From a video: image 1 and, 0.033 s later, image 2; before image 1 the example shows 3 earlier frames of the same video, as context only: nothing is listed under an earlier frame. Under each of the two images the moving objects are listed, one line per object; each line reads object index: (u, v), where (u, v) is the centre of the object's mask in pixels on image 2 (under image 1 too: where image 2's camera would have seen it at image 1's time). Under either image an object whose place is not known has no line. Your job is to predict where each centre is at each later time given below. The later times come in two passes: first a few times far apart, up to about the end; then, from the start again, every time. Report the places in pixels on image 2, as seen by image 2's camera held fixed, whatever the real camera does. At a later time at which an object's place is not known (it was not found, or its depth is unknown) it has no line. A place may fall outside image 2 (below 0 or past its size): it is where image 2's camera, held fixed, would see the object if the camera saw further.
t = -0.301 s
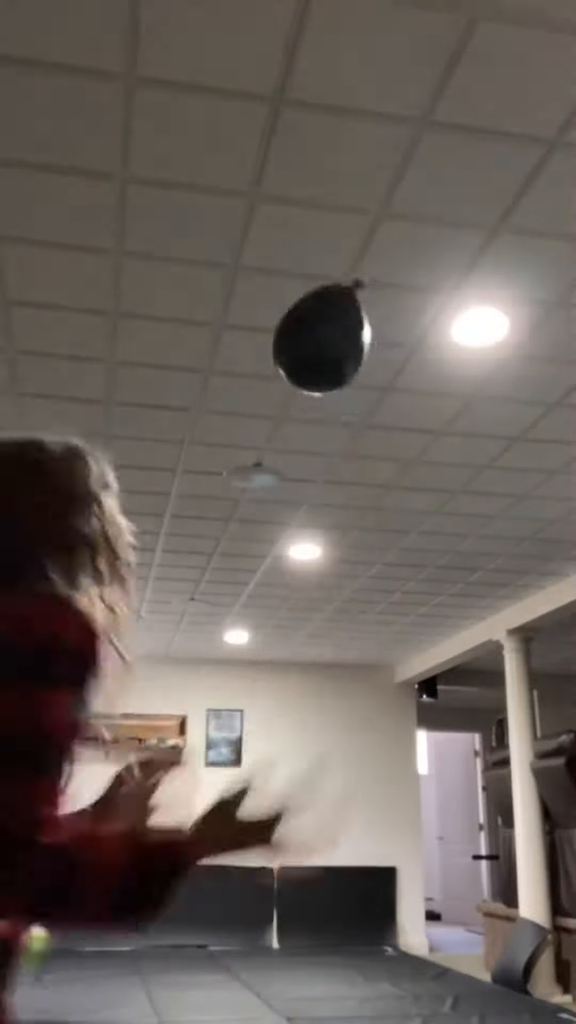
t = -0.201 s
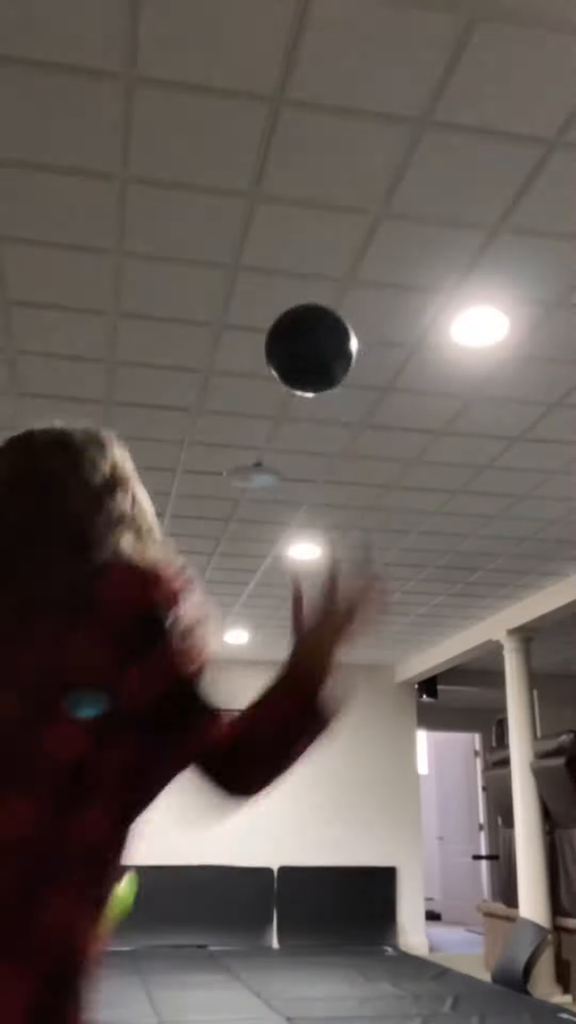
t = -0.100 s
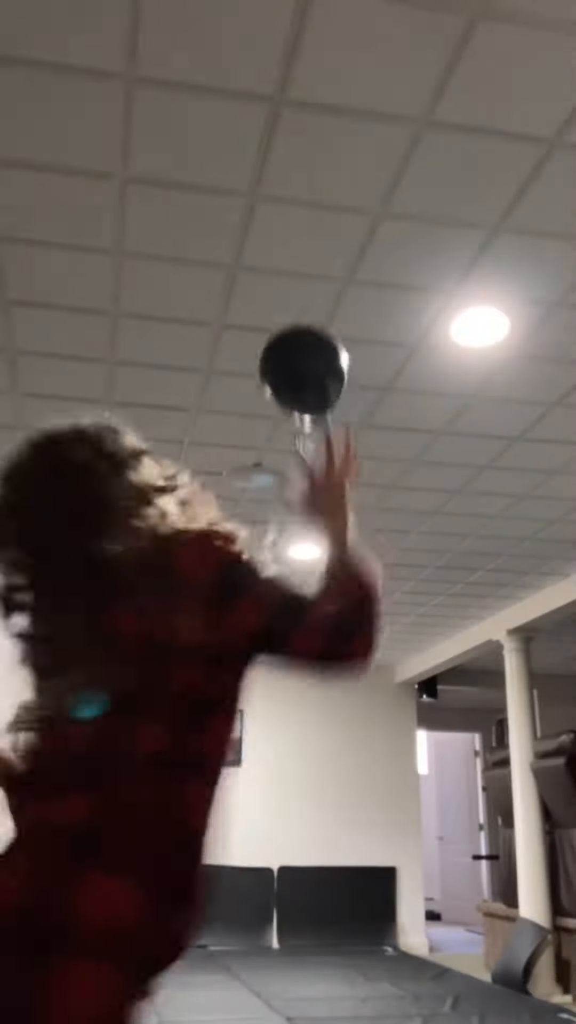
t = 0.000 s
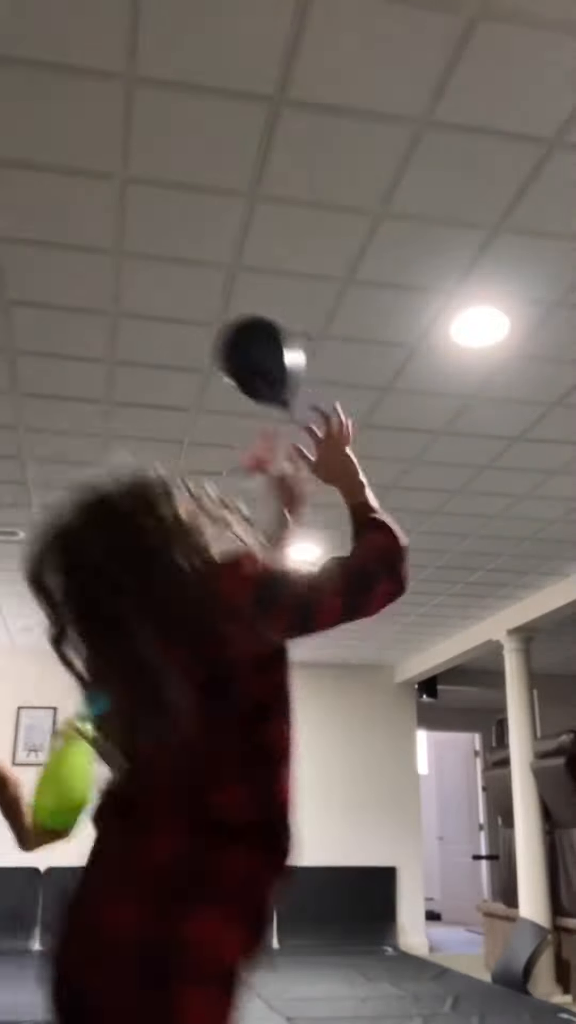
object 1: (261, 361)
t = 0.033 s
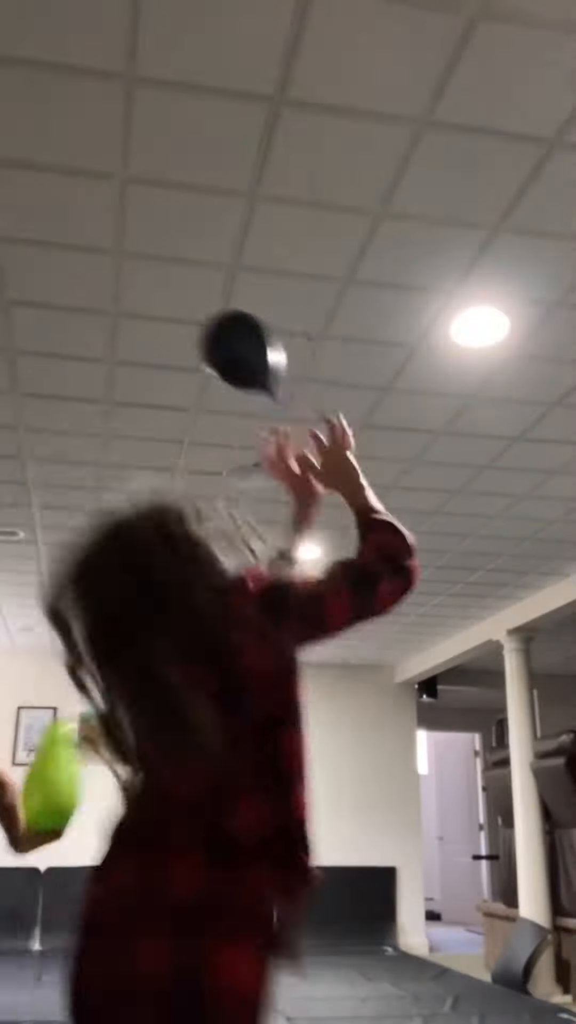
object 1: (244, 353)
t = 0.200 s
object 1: (176, 329)
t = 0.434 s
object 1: (113, 365)
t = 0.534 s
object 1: (95, 403)
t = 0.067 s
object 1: (226, 345)
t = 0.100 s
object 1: (211, 339)
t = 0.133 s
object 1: (198, 334)
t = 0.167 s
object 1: (187, 331)
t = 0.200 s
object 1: (176, 329)
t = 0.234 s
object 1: (164, 329)
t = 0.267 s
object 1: (155, 331)
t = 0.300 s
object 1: (146, 334)
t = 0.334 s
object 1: (137, 339)
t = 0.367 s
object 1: (129, 346)
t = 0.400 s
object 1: (122, 354)
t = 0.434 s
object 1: (113, 365)
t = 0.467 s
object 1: (107, 376)
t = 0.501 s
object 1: (101, 389)
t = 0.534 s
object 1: (95, 403)
